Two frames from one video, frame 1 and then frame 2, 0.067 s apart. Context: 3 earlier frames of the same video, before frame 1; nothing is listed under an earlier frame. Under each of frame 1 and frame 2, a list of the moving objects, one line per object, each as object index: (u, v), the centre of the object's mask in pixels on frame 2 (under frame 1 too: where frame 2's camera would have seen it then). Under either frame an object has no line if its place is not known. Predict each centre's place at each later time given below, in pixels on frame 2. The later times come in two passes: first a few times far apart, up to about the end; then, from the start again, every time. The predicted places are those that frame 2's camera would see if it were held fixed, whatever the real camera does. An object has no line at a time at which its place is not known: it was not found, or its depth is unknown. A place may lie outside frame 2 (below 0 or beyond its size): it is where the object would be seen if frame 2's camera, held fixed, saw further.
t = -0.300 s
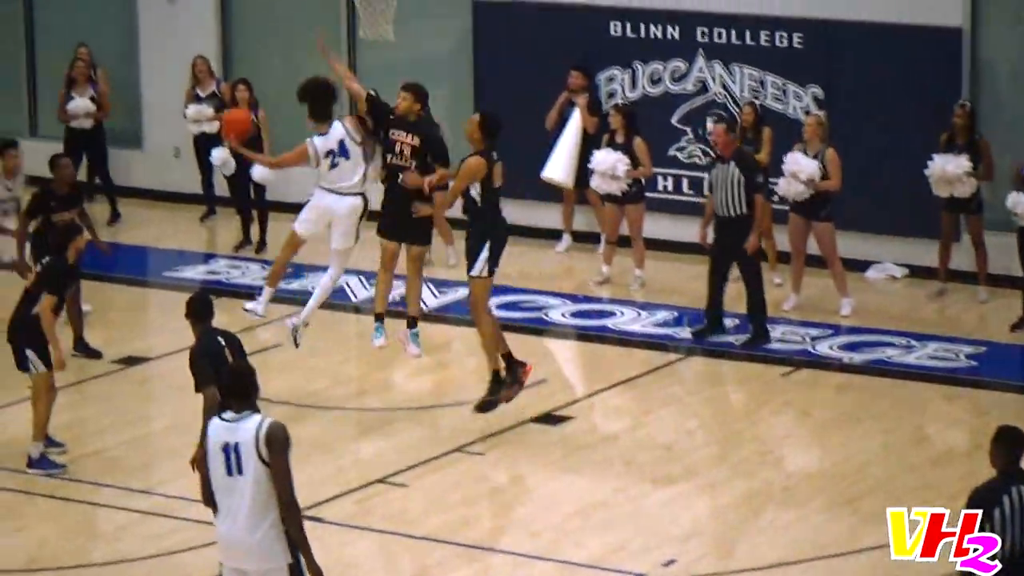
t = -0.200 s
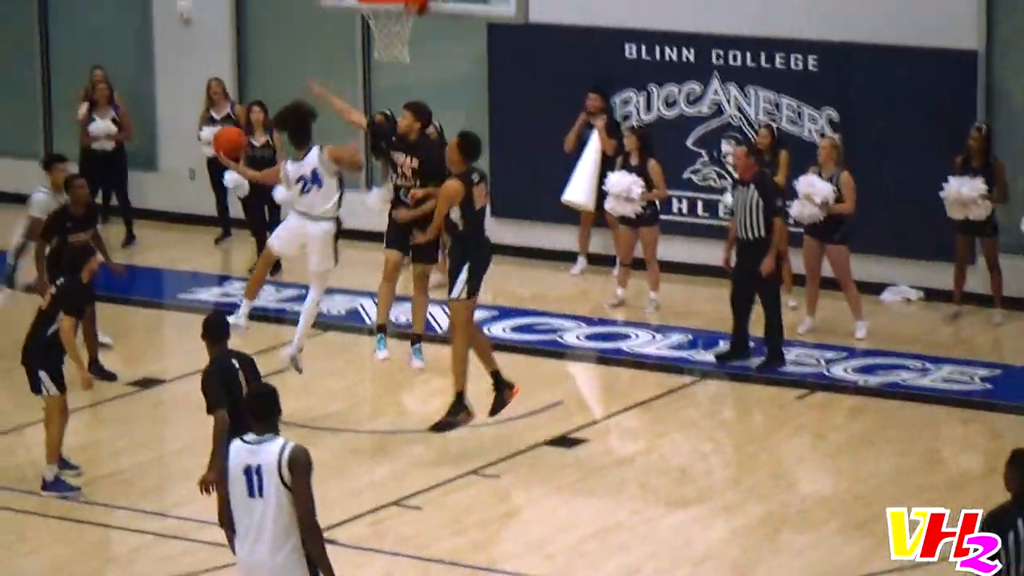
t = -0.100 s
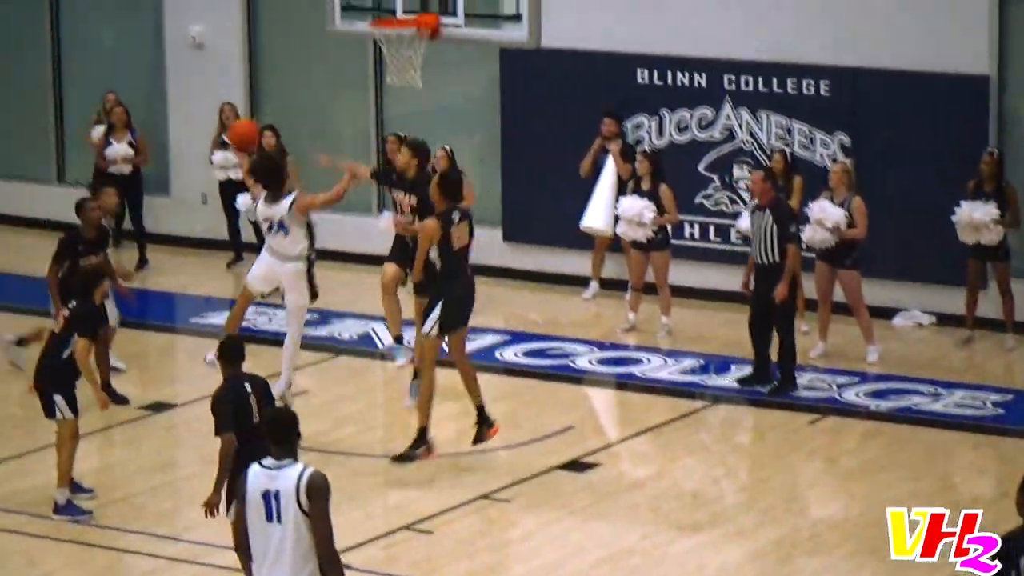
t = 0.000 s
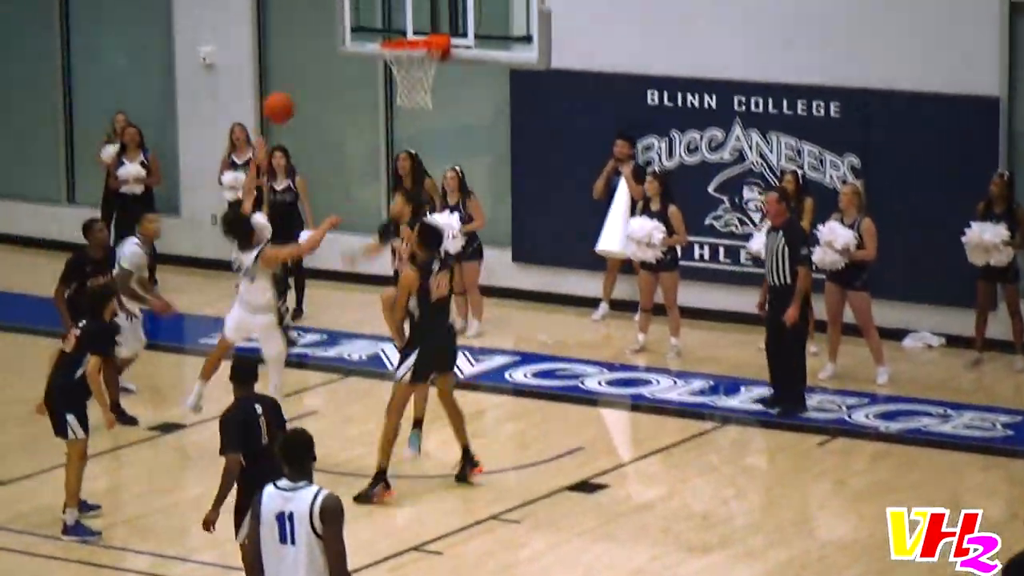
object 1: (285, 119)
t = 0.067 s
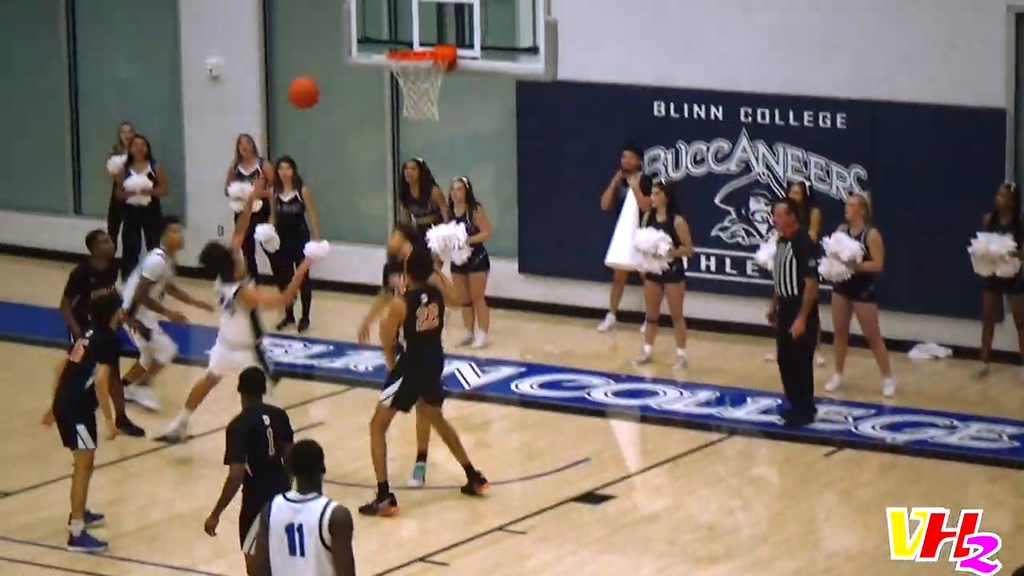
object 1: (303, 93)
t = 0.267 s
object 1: (360, 51)
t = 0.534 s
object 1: (384, 35)
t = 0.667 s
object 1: (382, 49)
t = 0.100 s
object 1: (313, 82)
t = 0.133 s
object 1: (322, 72)
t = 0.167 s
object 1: (331, 65)
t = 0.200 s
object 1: (340, 59)
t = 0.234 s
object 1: (350, 55)
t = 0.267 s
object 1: (360, 51)
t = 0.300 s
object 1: (370, 48)
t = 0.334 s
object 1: (380, 48)
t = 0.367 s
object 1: (385, 47)
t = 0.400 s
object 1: (385, 42)
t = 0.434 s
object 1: (385, 37)
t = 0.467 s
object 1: (384, 35)
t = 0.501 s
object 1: (384, 34)
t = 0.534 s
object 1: (384, 35)
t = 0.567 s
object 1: (383, 36)
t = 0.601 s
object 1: (383, 39)
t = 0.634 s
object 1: (382, 43)
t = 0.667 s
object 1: (382, 49)
